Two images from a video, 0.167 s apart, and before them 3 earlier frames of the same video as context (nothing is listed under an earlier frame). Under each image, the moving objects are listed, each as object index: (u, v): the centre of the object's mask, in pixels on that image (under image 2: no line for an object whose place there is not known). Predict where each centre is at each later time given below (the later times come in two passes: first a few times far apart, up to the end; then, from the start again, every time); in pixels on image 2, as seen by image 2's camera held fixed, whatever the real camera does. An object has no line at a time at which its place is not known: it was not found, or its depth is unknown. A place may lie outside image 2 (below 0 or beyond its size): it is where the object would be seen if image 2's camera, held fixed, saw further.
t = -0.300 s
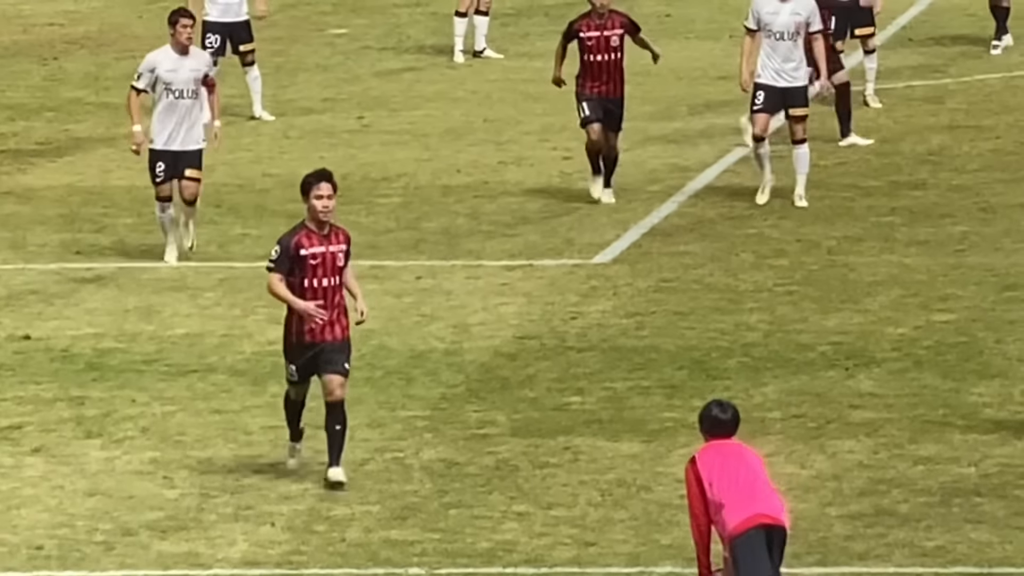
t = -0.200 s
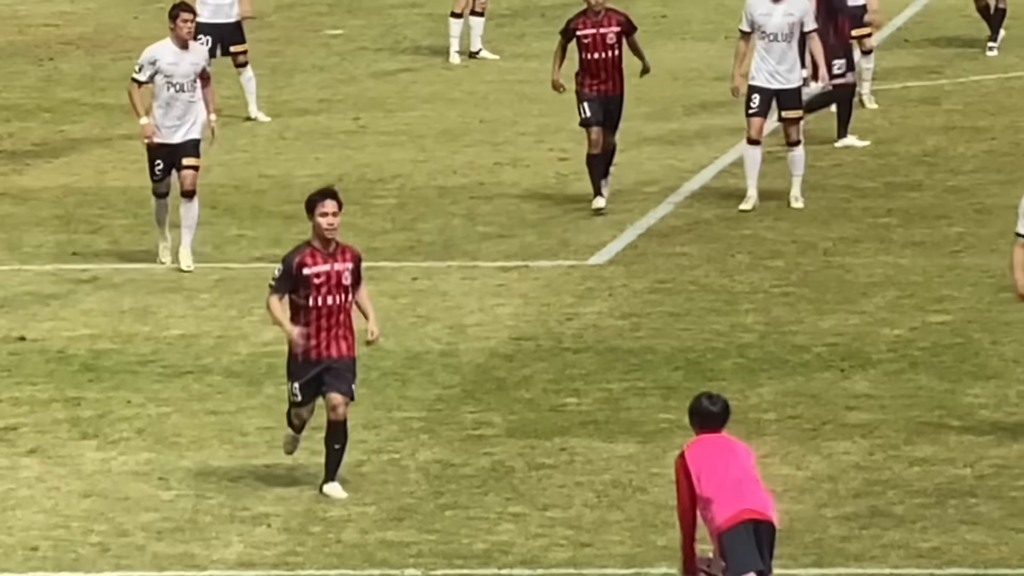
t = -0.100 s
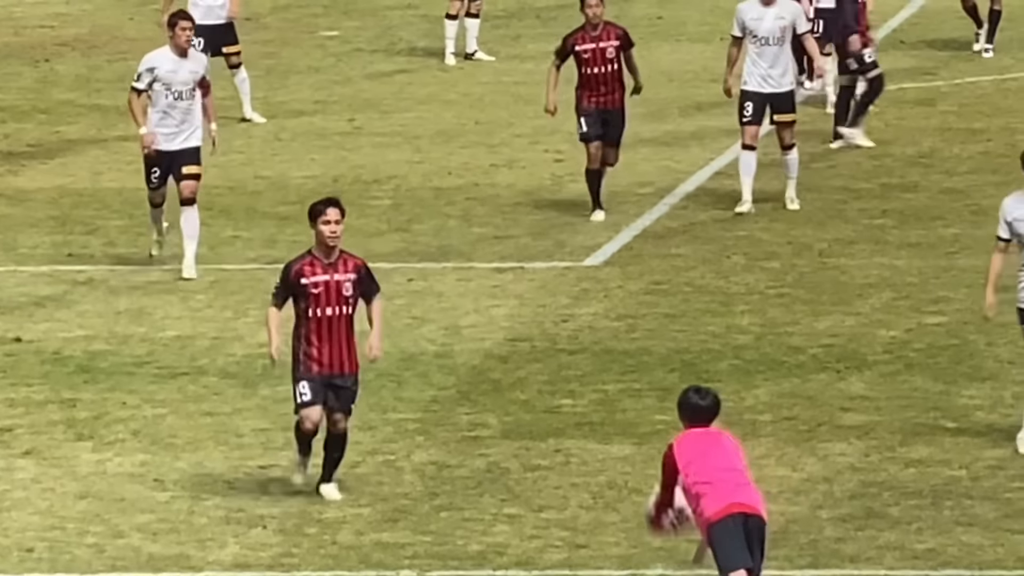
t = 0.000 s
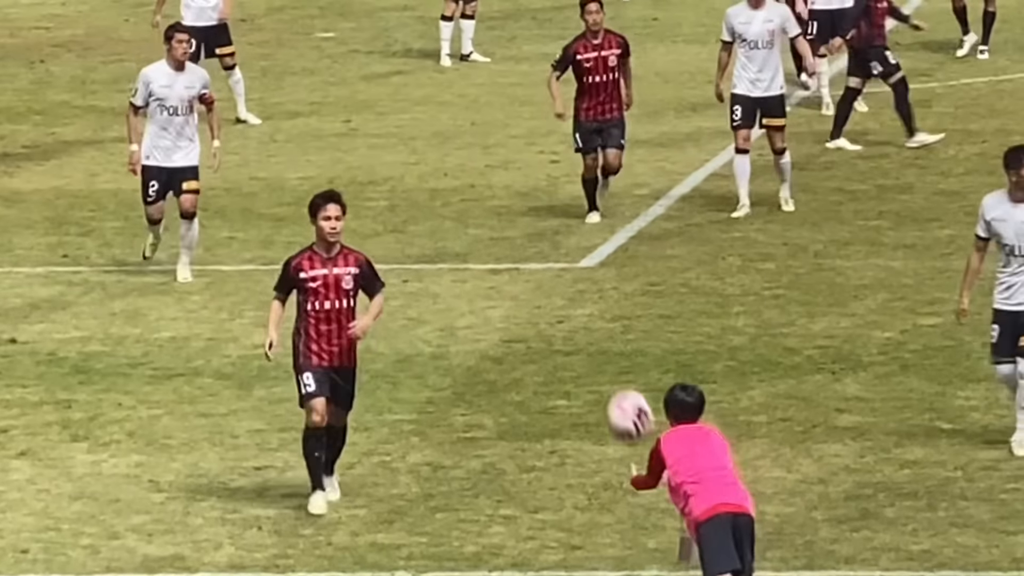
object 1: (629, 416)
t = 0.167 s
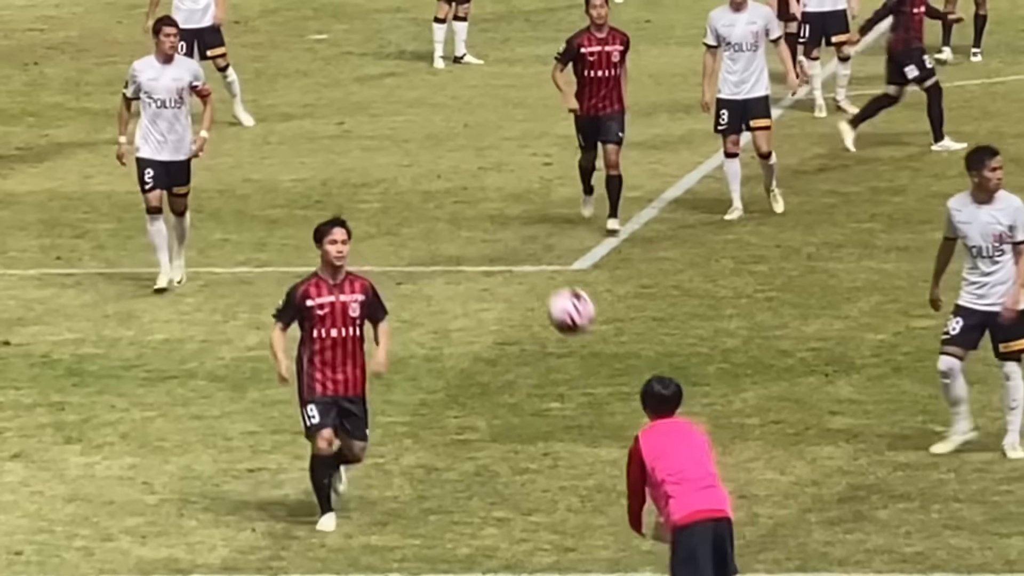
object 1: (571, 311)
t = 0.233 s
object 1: (552, 285)
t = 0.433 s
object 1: (499, 263)
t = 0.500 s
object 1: (482, 274)
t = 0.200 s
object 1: (561, 297)
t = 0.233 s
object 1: (552, 285)
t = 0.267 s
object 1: (542, 276)
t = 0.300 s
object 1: (533, 269)
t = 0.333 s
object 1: (524, 264)
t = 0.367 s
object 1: (516, 262)
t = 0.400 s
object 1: (507, 262)
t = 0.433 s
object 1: (499, 263)
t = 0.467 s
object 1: (491, 267)
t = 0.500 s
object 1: (482, 274)
